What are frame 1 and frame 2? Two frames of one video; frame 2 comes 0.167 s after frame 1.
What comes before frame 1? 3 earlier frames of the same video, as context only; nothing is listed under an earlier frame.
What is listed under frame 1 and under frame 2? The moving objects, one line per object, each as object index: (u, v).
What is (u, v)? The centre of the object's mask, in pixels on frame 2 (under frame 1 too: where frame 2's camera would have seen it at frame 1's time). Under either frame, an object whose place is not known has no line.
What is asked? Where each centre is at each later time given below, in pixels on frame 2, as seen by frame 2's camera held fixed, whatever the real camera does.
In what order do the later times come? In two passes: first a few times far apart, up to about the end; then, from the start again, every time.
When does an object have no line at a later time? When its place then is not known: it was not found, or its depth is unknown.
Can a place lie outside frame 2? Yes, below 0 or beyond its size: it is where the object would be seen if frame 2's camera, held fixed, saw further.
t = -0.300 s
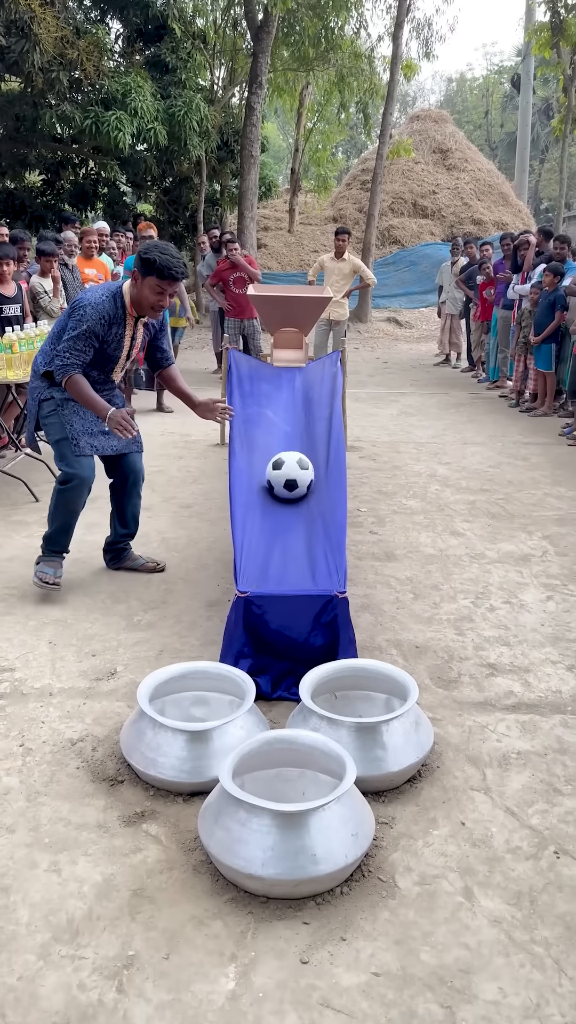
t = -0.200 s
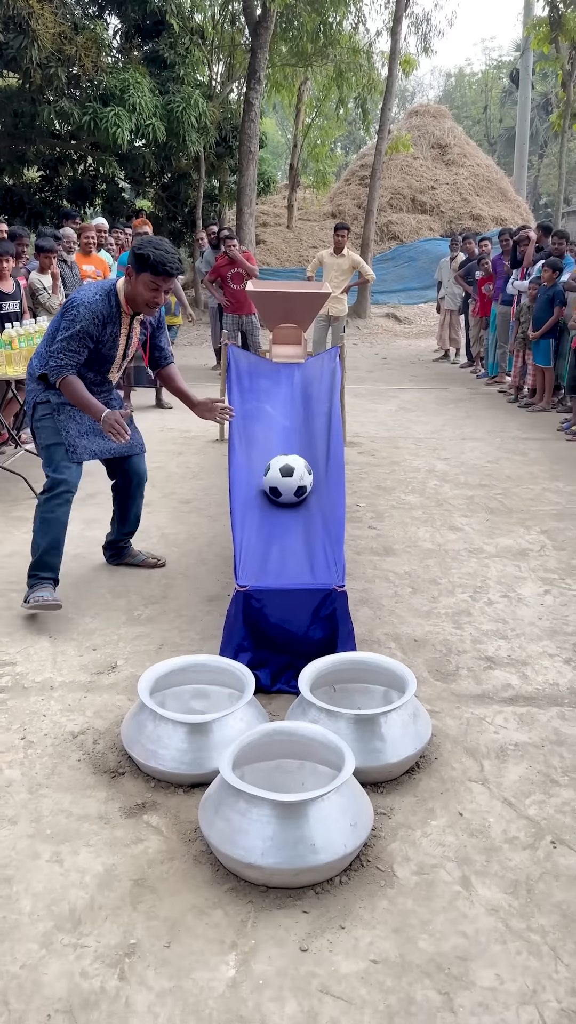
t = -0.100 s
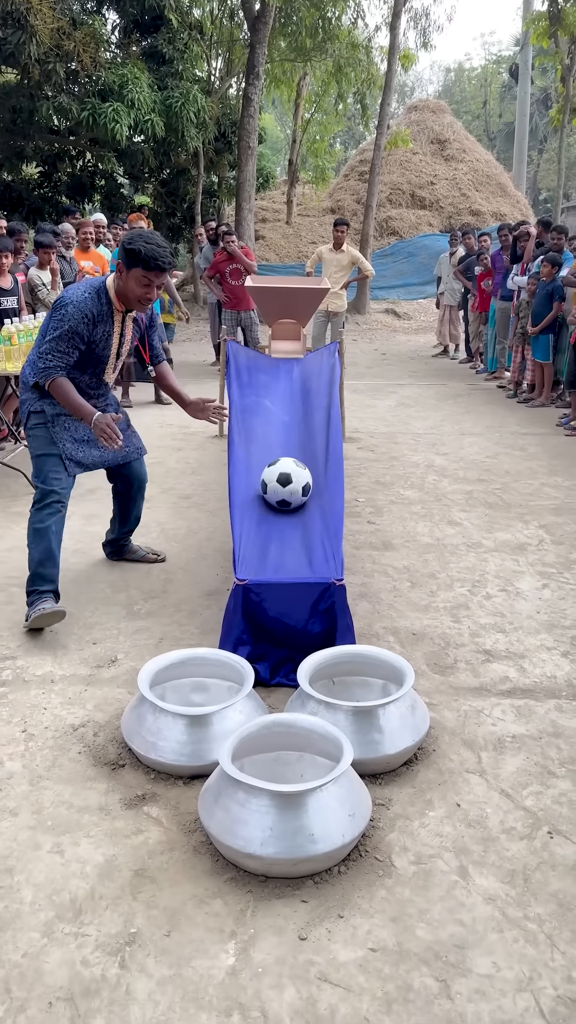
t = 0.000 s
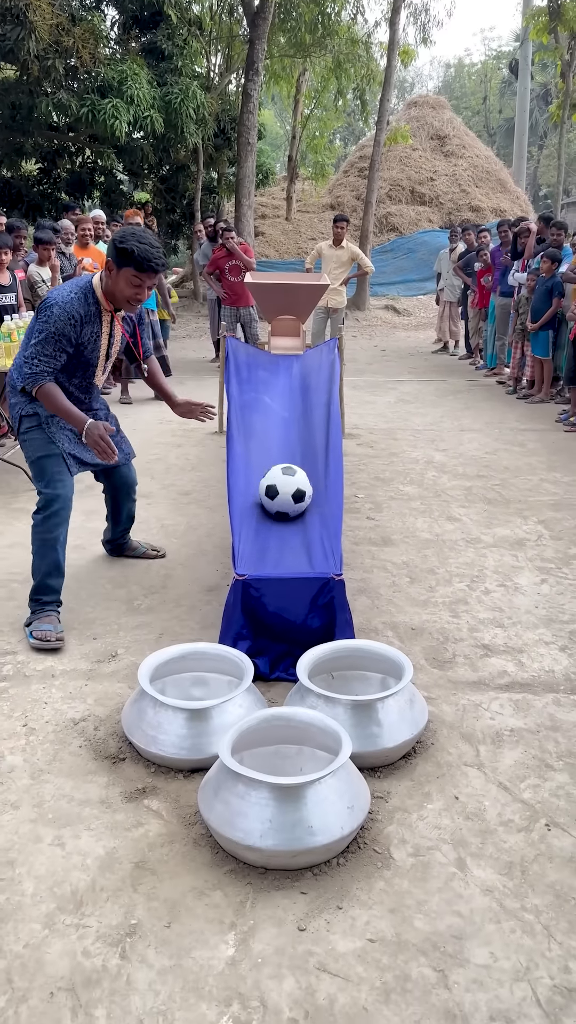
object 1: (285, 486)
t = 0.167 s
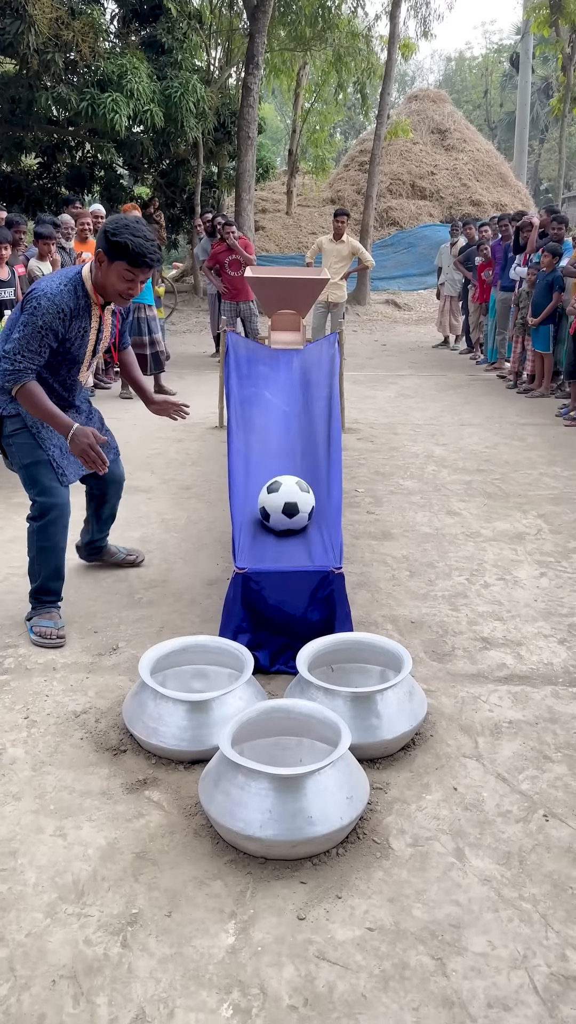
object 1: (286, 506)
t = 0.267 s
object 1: (287, 516)
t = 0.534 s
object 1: (288, 535)
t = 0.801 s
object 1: (282, 606)
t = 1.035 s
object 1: (205, 624)
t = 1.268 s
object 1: (198, 663)
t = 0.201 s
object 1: (286, 509)
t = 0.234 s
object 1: (287, 513)
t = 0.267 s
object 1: (287, 516)
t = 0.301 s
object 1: (287, 520)
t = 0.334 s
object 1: (287, 524)
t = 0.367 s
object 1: (288, 528)
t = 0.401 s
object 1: (288, 532)
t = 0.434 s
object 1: (289, 536)
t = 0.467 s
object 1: (289, 538)
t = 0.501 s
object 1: (289, 539)
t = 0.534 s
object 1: (288, 535)
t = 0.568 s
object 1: (287, 532)
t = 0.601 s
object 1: (287, 532)
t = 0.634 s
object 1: (286, 536)
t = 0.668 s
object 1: (285, 543)
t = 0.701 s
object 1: (284, 554)
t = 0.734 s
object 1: (284, 568)
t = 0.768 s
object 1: (283, 585)
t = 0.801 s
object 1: (282, 606)
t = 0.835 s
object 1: (279, 626)
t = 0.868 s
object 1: (266, 620)
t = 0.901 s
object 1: (254, 614)
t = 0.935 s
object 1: (242, 612)
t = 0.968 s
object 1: (230, 612)
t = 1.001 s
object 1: (218, 617)
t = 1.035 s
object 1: (205, 624)
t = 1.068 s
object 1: (192, 636)
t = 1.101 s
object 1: (180, 650)
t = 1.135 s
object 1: (182, 649)
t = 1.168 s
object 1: (186, 649)
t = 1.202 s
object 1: (190, 650)
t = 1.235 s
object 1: (194, 655)
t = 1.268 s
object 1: (198, 663)
